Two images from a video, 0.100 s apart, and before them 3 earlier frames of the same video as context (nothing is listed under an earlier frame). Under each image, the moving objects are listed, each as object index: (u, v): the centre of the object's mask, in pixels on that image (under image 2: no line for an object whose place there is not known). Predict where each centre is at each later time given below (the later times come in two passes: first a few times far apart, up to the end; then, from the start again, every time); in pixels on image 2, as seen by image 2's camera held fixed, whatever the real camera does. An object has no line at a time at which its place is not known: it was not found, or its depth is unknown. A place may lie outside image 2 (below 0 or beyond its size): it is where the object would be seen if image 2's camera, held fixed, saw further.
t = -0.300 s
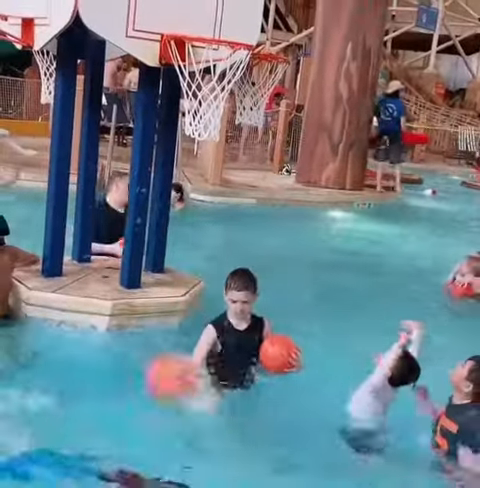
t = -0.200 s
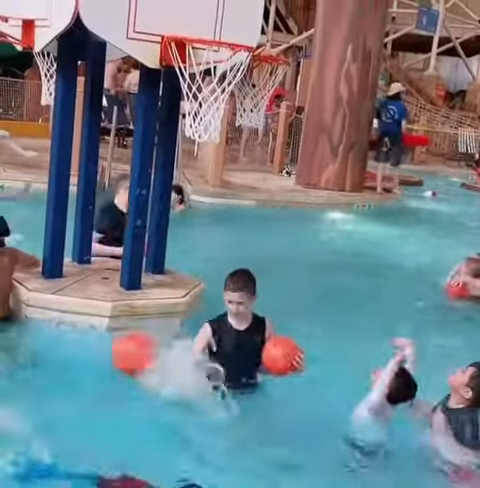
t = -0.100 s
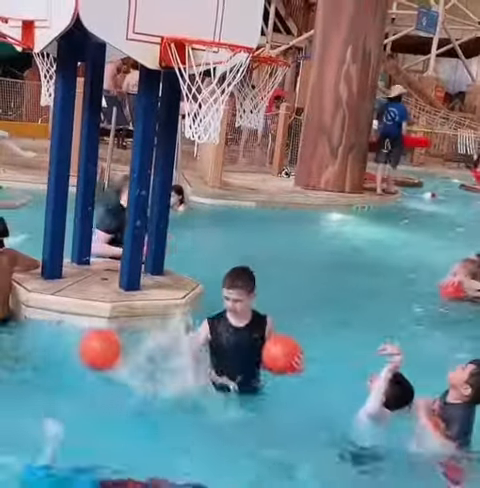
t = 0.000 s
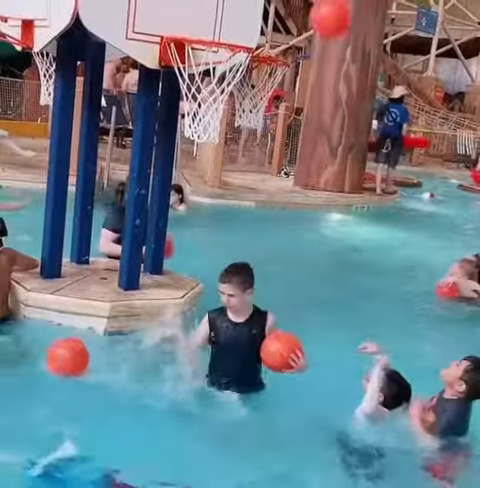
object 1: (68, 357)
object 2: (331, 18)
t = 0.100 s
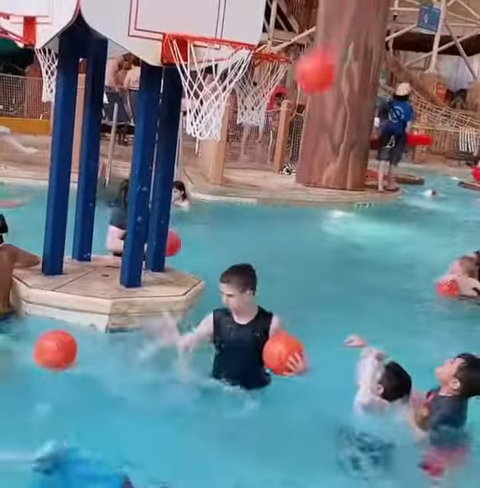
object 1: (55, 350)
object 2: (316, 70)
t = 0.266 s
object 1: (41, 344)
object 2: (282, 201)
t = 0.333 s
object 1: (35, 339)
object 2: (269, 259)
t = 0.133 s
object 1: (52, 348)
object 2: (308, 93)
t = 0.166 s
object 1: (49, 347)
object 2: (303, 117)
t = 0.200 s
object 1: (47, 346)
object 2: (298, 144)
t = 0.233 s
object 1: (44, 345)
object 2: (290, 170)
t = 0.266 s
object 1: (41, 344)
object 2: (282, 201)
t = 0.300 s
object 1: (38, 341)
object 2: (275, 229)
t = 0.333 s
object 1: (35, 339)
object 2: (269, 259)
